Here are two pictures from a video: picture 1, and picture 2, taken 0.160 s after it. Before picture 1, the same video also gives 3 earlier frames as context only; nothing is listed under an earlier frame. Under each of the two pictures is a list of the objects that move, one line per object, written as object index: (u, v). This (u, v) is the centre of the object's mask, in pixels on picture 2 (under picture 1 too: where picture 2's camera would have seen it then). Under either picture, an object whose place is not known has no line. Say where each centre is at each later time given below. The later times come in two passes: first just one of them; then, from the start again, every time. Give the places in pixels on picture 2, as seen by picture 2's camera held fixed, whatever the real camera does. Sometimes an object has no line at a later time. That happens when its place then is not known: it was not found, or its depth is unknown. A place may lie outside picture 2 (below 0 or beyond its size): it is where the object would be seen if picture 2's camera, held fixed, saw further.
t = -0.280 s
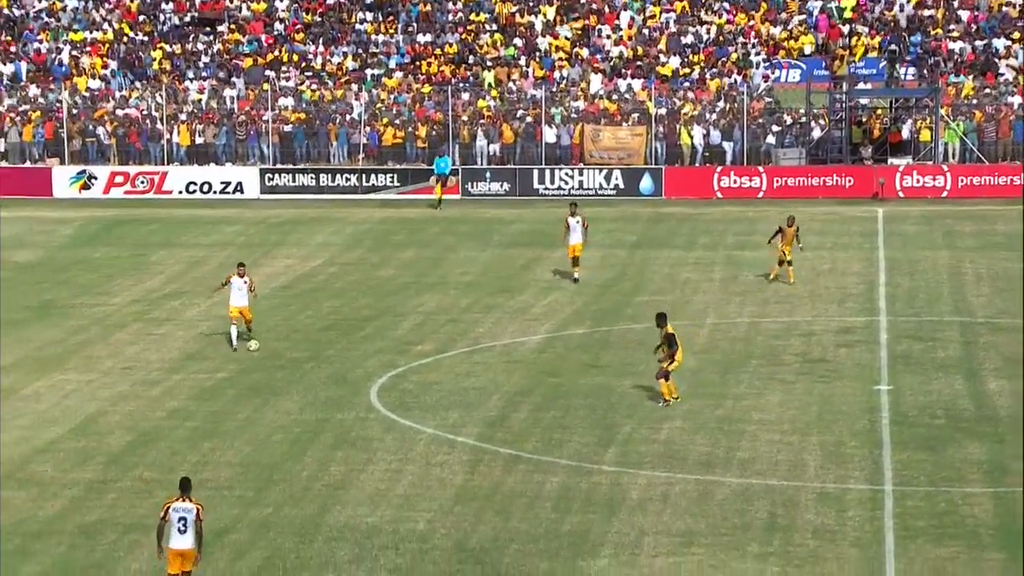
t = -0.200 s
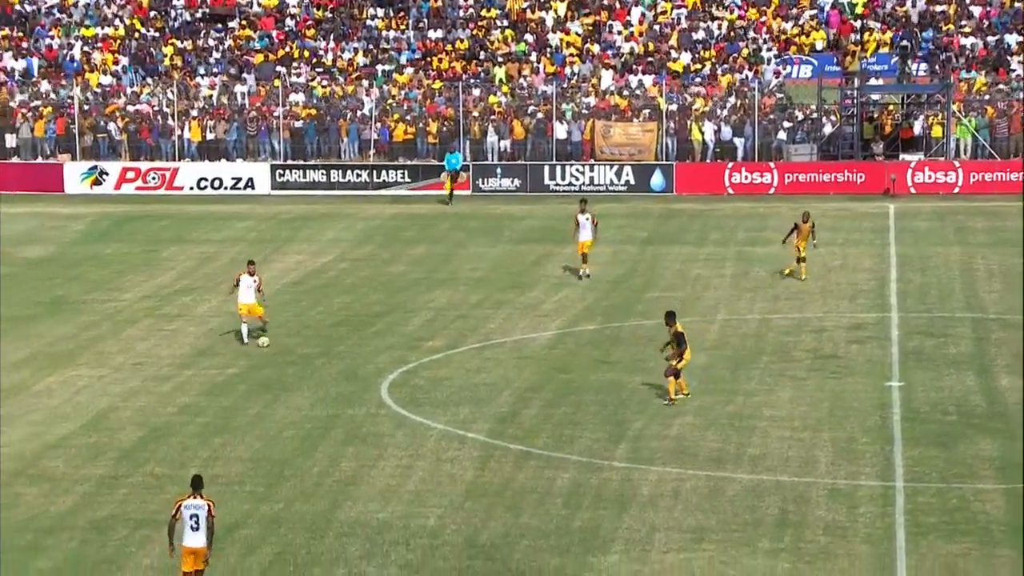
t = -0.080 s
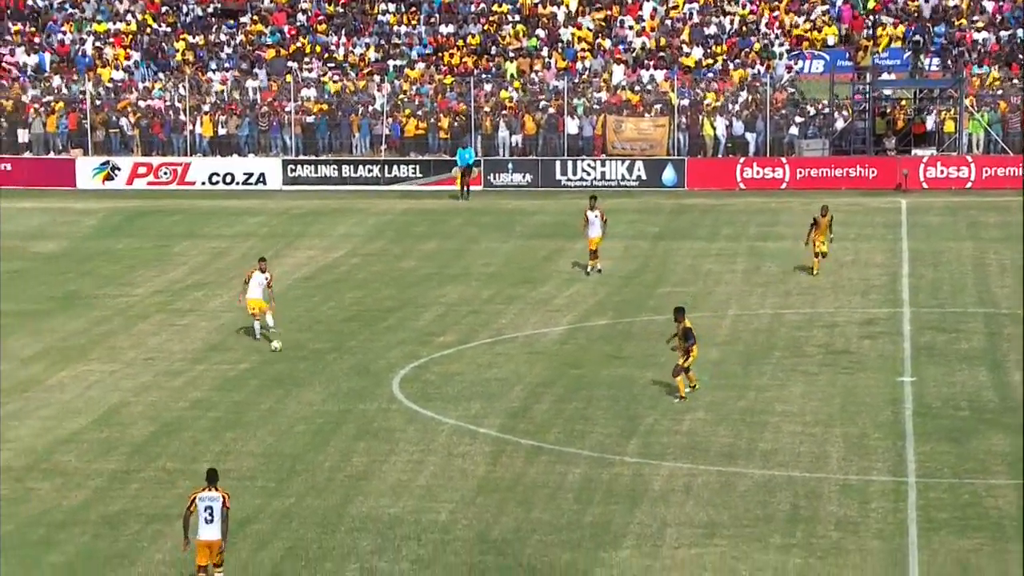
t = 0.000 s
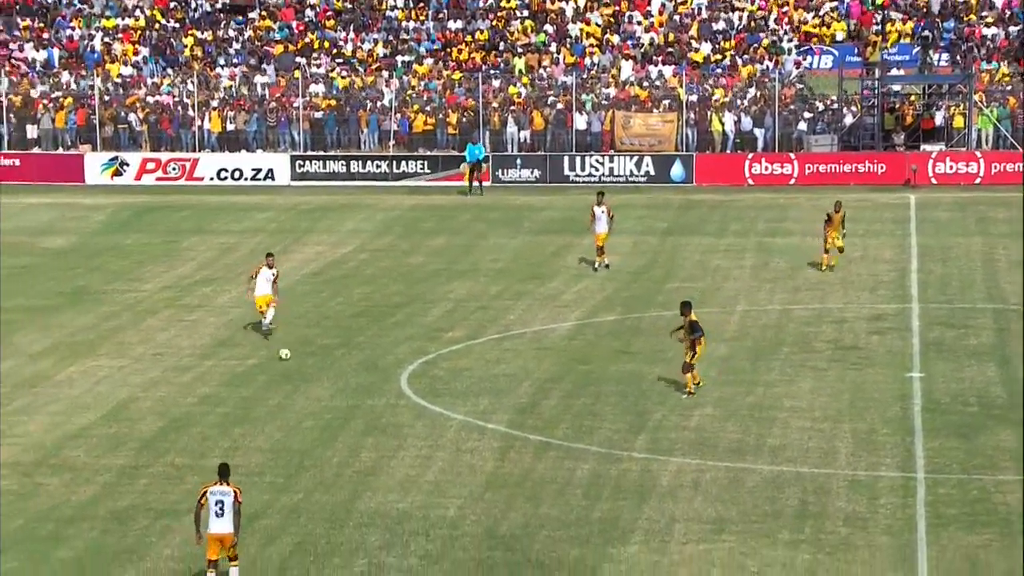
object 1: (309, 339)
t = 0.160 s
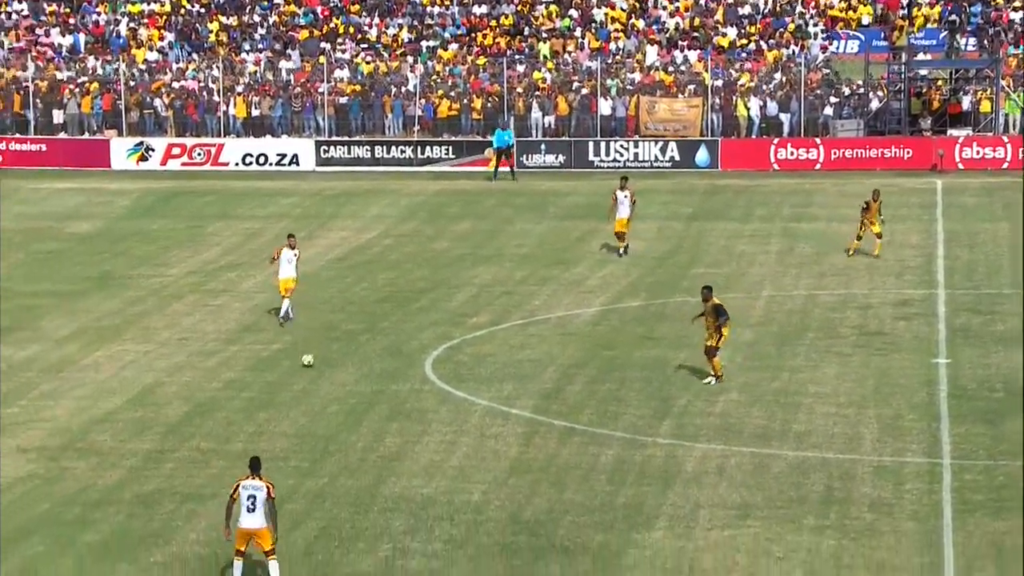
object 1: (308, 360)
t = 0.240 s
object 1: (305, 373)
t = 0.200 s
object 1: (306, 366)
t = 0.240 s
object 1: (305, 373)
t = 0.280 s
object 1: (303, 381)
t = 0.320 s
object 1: (302, 386)
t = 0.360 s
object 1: (300, 390)
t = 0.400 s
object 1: (298, 395)
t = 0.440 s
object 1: (296, 400)
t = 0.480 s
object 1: (293, 407)
